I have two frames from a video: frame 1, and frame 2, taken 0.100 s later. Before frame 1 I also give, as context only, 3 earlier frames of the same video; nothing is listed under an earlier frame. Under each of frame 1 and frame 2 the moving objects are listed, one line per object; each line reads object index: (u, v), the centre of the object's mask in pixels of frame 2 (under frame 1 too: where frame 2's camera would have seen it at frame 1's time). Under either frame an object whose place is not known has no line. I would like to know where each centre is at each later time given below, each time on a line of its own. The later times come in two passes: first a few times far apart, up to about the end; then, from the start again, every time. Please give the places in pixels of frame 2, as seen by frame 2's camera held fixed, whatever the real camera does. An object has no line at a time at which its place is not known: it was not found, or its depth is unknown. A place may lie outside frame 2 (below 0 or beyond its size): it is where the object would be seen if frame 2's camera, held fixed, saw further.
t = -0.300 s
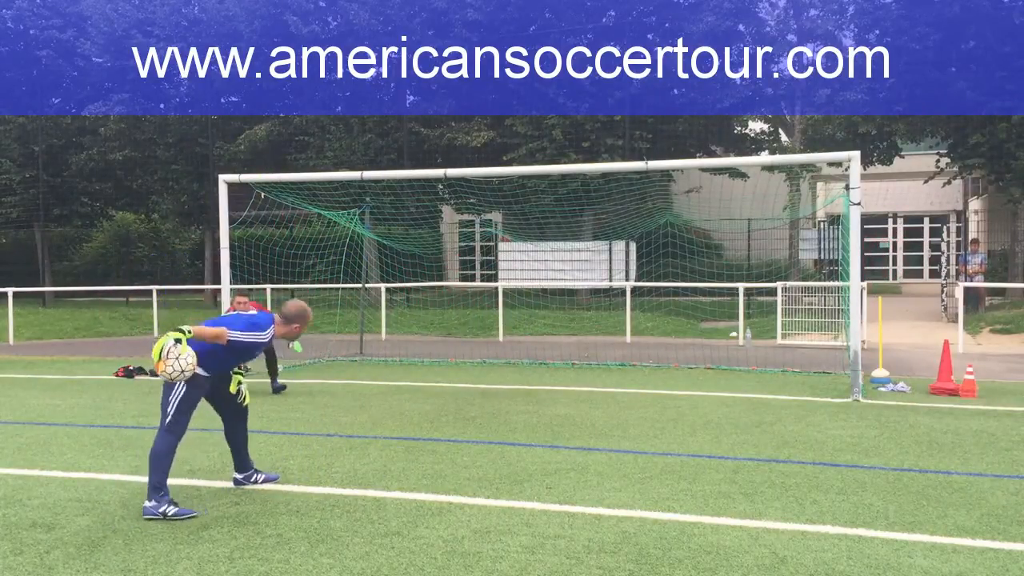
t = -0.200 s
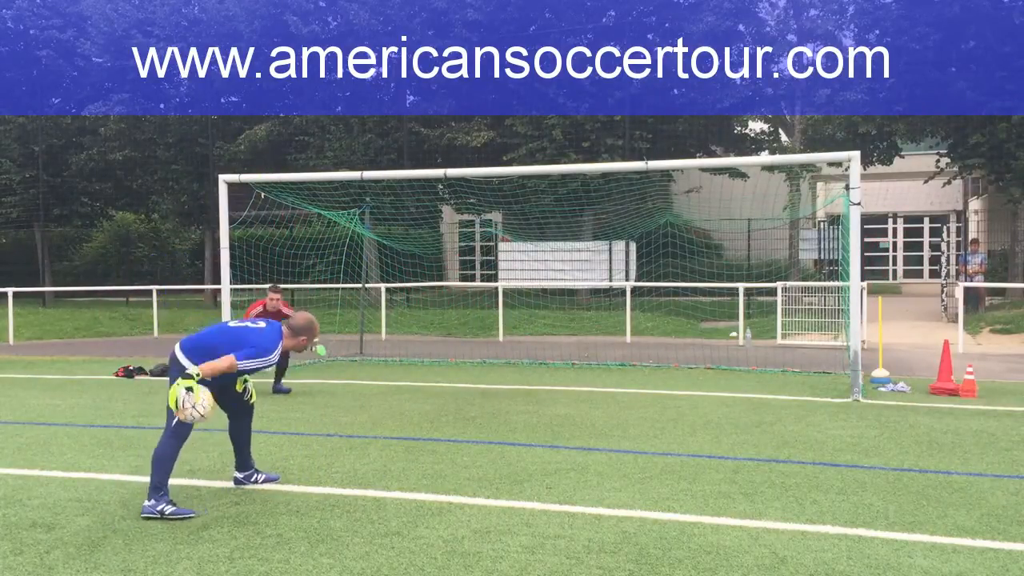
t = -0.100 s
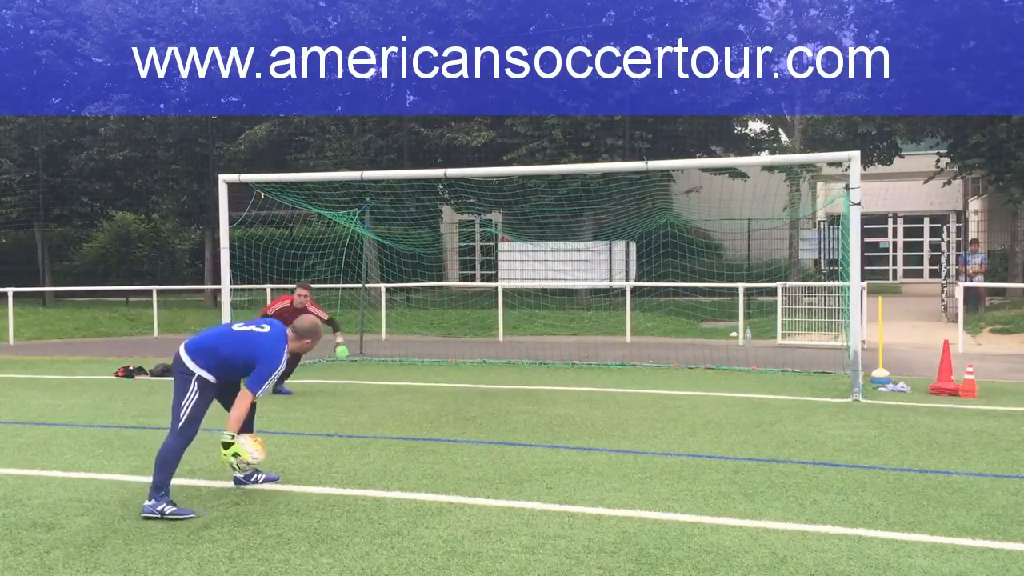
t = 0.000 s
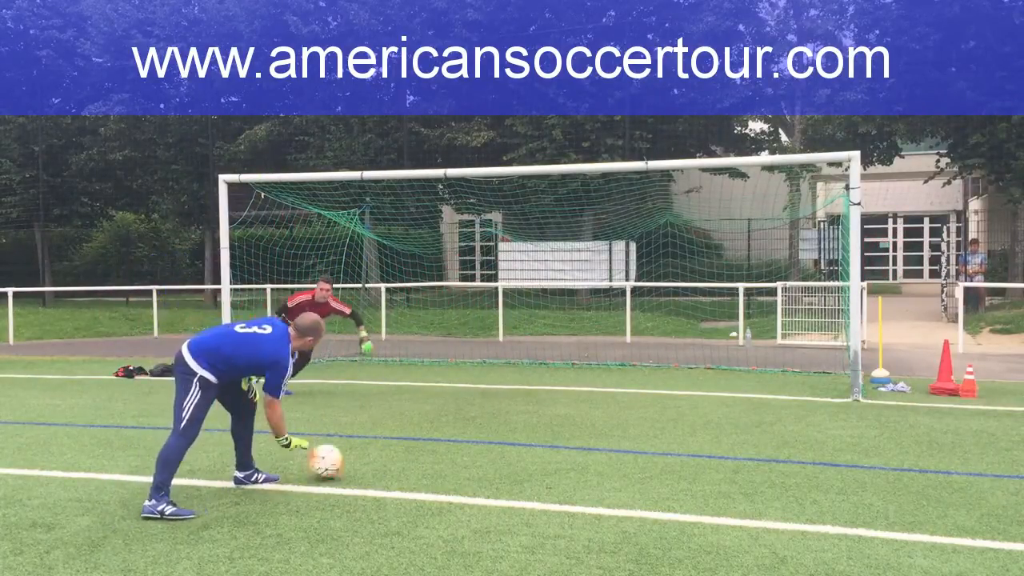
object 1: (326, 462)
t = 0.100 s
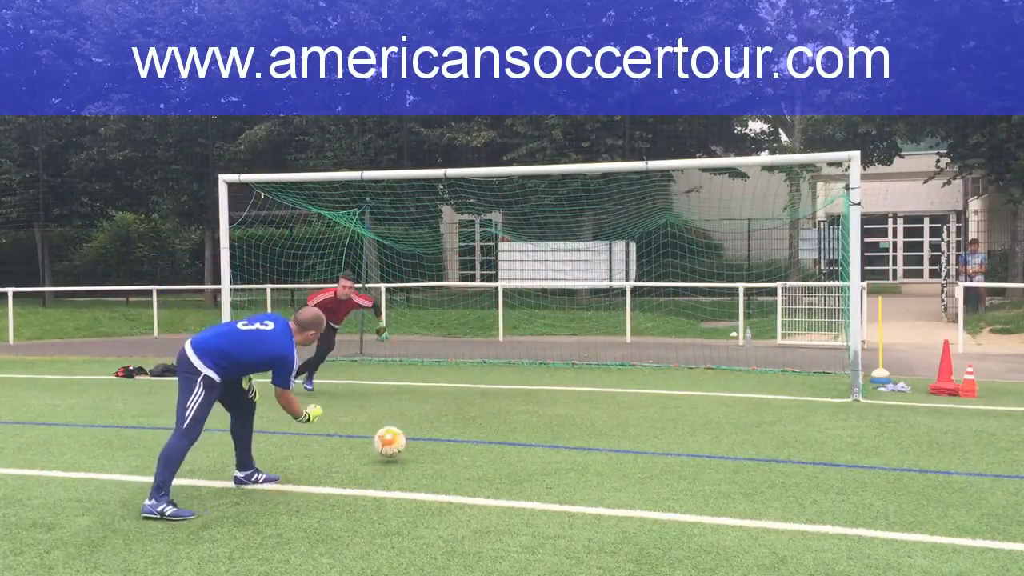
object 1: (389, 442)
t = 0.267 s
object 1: (473, 426)
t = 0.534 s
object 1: (568, 408)
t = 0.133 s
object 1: (408, 438)
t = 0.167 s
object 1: (426, 435)
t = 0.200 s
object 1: (444, 434)
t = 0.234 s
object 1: (459, 432)
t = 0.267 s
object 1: (473, 426)
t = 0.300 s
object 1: (486, 424)
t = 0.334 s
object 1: (500, 421)
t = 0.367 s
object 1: (512, 419)
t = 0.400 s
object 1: (524, 417)
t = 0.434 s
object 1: (535, 414)
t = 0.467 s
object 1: (546, 413)
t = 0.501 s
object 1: (557, 410)
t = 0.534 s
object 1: (568, 408)
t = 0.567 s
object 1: (577, 407)
